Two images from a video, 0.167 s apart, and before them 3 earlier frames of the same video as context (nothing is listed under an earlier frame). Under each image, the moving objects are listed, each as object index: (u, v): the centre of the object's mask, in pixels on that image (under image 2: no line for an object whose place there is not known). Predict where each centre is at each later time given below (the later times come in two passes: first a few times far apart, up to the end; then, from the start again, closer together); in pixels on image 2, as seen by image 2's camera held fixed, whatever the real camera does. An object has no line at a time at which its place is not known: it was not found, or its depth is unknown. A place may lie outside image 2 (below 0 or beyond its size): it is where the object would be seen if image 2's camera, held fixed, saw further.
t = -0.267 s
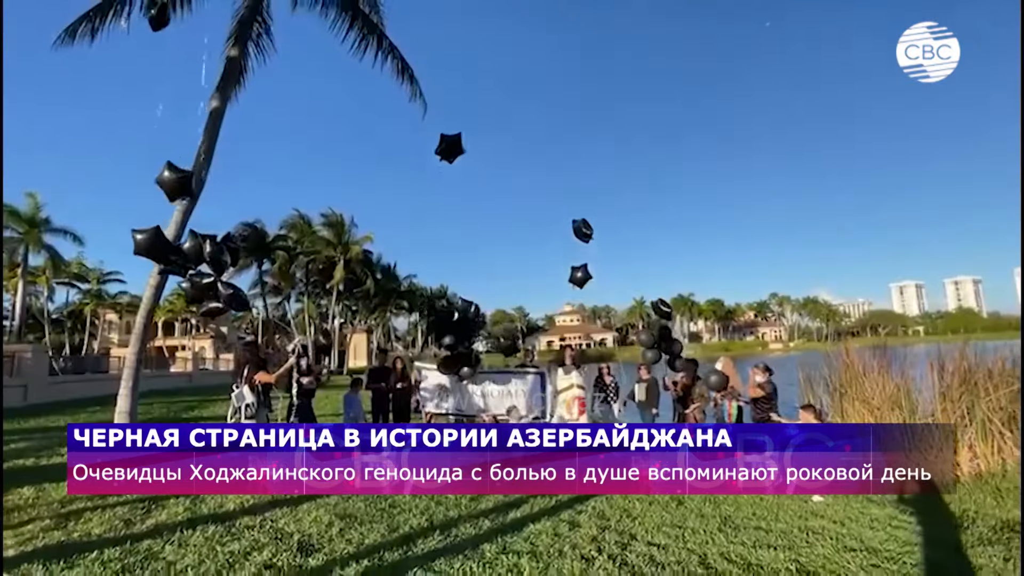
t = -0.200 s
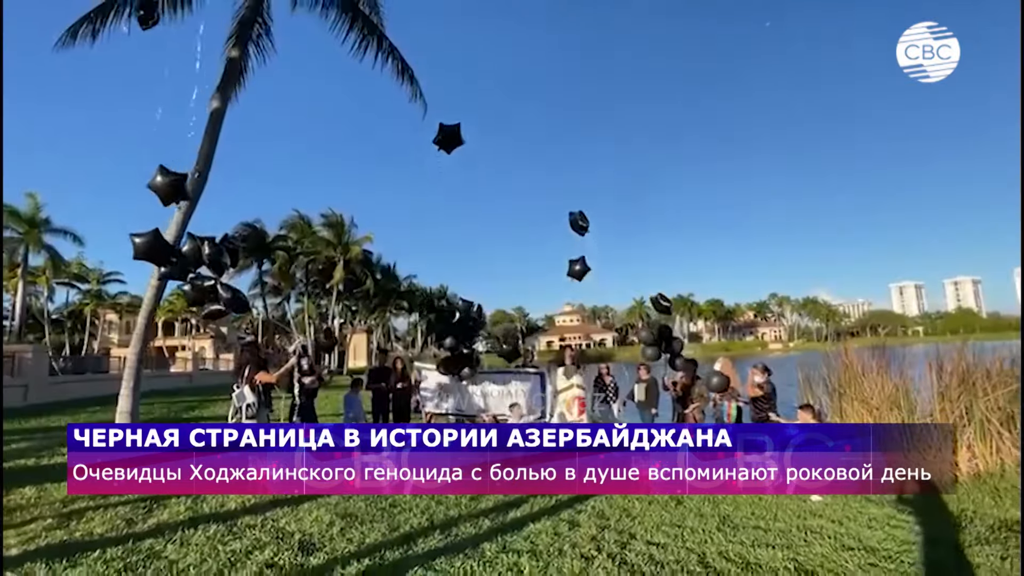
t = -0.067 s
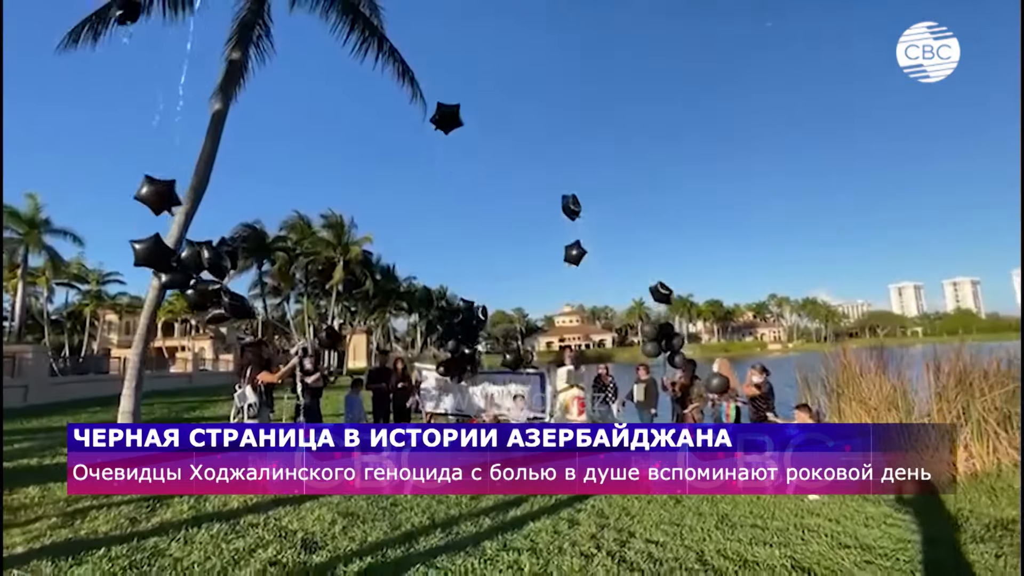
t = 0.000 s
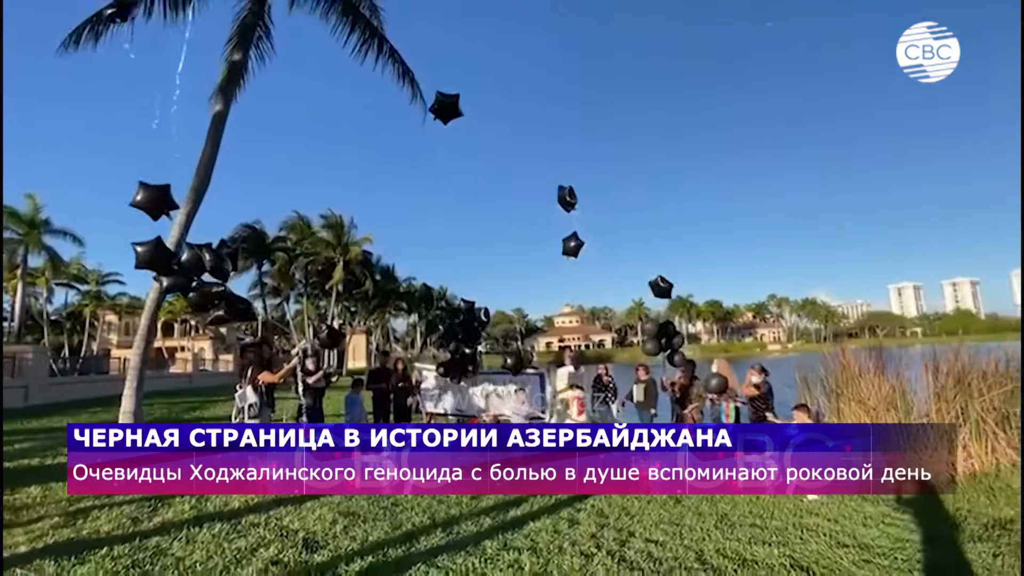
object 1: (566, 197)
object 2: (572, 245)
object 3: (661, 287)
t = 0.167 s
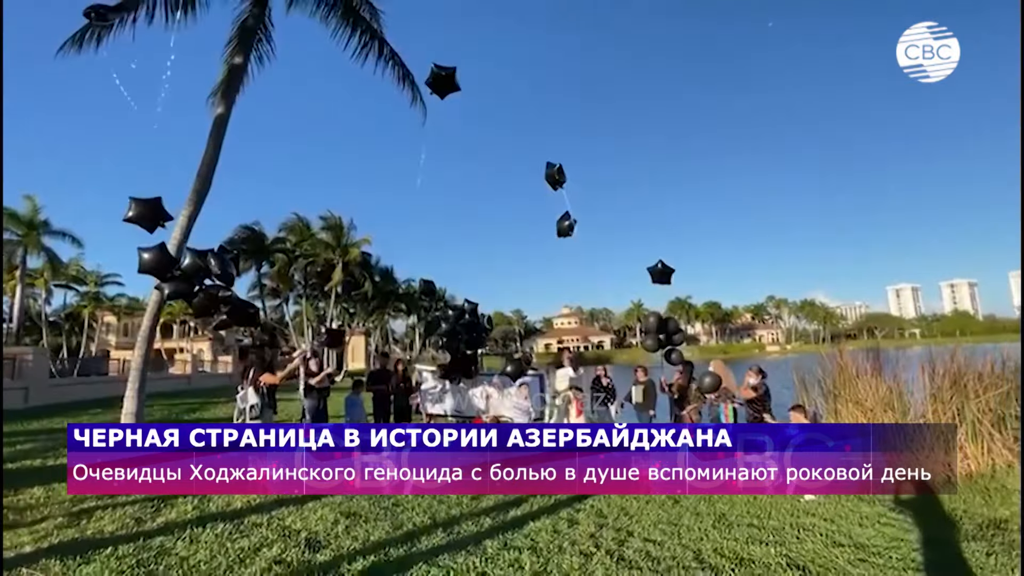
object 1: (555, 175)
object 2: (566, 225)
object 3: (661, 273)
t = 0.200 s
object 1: (552, 170)
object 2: (564, 221)
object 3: (661, 269)
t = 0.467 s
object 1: (530, 123)
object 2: (554, 180)
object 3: (663, 237)
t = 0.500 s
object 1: (526, 117)
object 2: (552, 174)
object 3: (664, 232)
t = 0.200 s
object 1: (552, 170)
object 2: (564, 221)
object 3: (661, 269)
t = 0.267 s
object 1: (547, 159)
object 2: (562, 211)
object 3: (661, 262)
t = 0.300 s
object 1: (545, 153)
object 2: (560, 206)
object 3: (662, 258)
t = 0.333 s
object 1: (542, 147)
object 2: (559, 201)
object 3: (662, 254)
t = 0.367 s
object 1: (539, 141)
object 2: (558, 196)
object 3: (662, 250)
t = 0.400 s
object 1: (536, 135)
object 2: (556, 190)
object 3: (663, 245)
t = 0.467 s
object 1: (530, 123)
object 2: (554, 180)
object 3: (663, 237)
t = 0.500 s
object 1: (526, 117)
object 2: (552, 174)
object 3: (664, 232)
